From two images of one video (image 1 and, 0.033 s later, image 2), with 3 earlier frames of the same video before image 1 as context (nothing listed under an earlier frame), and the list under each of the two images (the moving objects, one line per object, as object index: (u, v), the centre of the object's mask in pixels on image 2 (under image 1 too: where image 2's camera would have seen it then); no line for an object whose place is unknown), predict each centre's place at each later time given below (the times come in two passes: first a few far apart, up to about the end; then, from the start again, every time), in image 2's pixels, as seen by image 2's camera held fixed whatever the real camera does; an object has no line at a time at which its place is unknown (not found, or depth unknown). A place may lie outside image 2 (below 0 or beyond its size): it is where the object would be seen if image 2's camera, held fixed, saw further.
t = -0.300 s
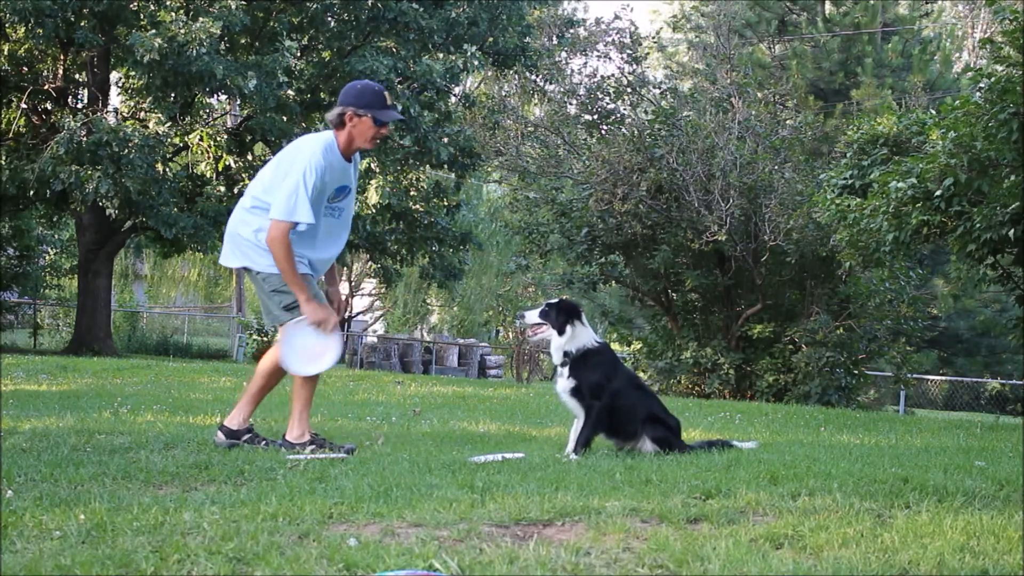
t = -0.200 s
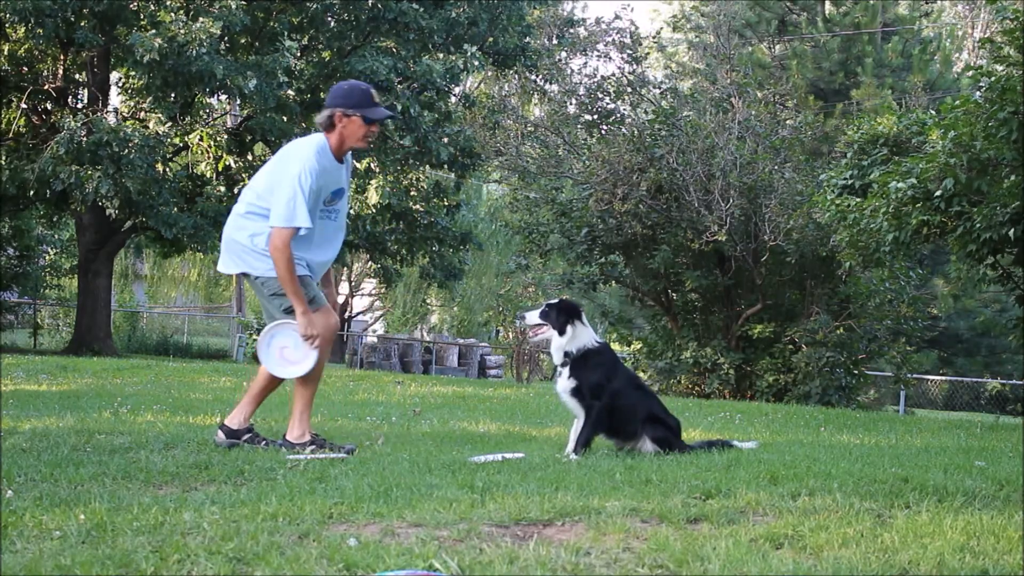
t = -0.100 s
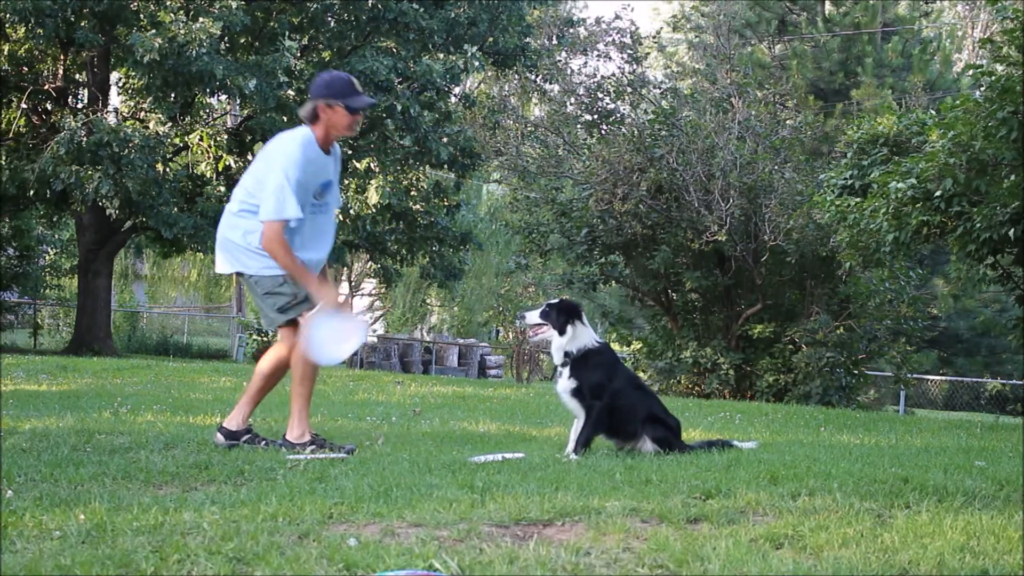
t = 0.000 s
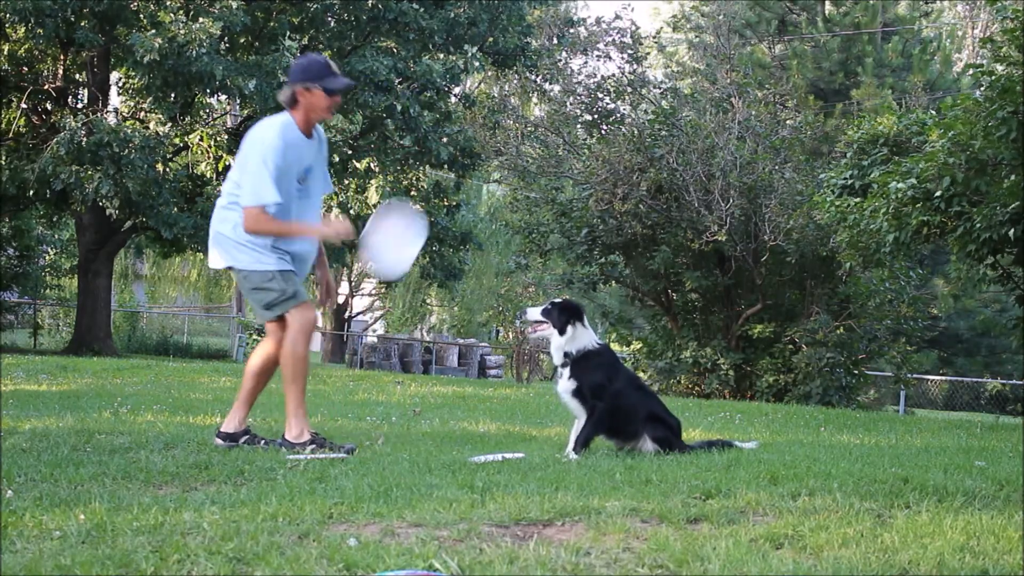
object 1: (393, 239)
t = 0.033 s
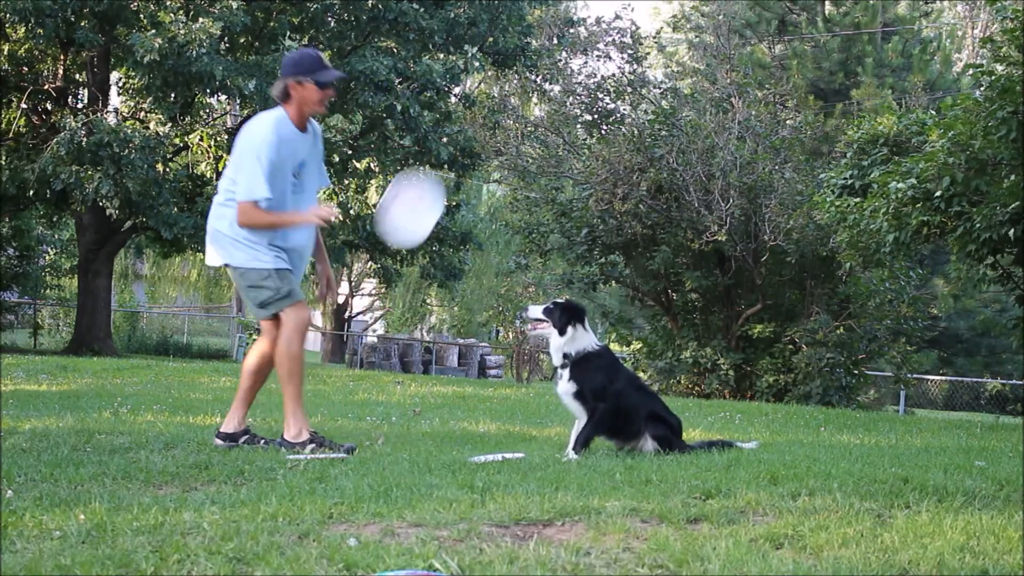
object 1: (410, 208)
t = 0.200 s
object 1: (502, 92)
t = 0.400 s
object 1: (611, 45)
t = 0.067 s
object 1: (428, 180)
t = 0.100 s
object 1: (447, 153)
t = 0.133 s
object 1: (465, 131)
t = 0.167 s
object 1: (483, 110)
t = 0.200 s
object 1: (502, 92)
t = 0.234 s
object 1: (521, 76)
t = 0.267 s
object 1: (538, 65)
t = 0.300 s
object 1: (556, 56)
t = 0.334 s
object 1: (573, 49)
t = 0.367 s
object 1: (593, 46)
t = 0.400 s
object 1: (611, 45)
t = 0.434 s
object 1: (629, 47)
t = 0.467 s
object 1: (648, 54)
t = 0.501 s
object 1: (665, 61)
